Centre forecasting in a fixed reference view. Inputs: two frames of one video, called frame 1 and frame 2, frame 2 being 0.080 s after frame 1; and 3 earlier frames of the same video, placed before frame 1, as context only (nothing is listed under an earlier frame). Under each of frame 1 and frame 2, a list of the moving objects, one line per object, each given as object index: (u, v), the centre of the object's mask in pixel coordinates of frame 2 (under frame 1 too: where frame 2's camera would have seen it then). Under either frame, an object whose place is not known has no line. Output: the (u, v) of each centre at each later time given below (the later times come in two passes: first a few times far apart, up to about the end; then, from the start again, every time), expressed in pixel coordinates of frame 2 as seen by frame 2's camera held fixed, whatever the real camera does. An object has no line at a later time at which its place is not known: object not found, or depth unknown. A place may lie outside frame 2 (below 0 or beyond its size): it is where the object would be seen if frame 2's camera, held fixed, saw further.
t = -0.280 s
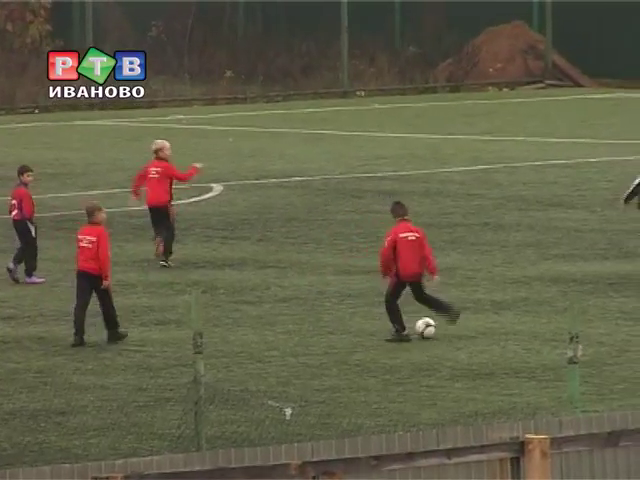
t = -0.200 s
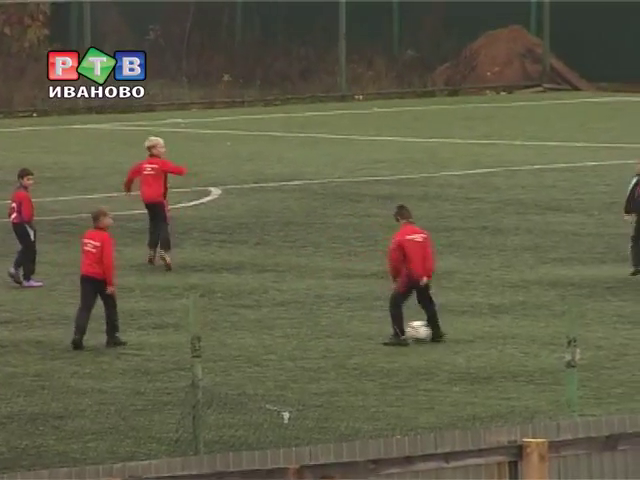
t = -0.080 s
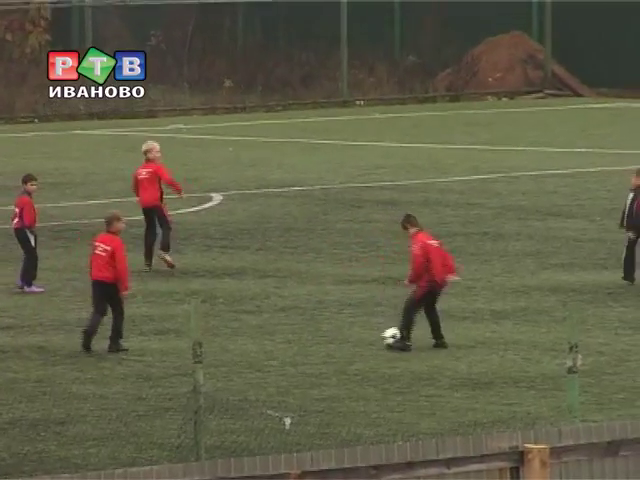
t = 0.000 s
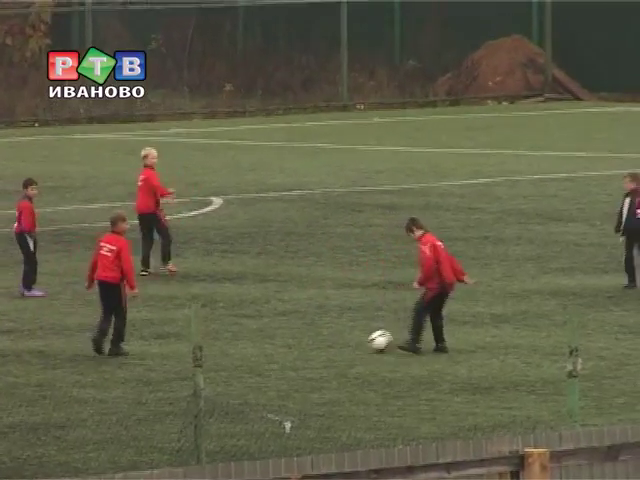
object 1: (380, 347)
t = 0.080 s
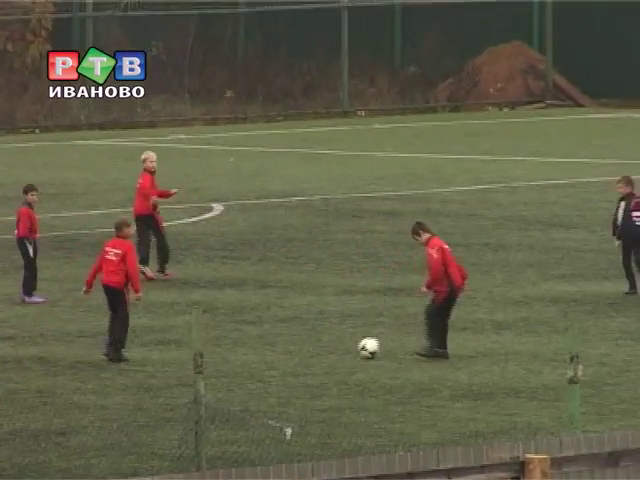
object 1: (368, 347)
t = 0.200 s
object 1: (357, 348)
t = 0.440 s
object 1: (333, 347)
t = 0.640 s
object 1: (314, 347)
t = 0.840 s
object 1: (297, 347)
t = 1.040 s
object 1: (281, 347)
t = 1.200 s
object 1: (268, 347)
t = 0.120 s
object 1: (365, 348)
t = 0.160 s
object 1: (361, 348)
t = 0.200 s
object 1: (357, 348)
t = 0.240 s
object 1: (352, 348)
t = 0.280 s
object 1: (348, 348)
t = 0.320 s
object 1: (345, 348)
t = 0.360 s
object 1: (341, 347)
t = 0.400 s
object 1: (337, 347)
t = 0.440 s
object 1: (333, 347)
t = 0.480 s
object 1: (329, 348)
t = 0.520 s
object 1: (325, 348)
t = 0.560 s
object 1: (321, 348)
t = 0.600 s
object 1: (318, 348)
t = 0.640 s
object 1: (314, 347)
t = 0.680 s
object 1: (310, 347)
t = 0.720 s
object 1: (307, 348)
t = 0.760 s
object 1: (303, 348)
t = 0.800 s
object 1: (300, 348)
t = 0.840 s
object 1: (297, 347)
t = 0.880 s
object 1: (293, 347)
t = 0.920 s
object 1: (290, 347)
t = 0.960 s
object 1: (287, 348)
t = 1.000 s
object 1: (284, 347)
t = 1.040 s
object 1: (281, 347)
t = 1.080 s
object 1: (277, 347)
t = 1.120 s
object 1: (274, 347)
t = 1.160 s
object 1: (271, 347)
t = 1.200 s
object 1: (268, 347)
